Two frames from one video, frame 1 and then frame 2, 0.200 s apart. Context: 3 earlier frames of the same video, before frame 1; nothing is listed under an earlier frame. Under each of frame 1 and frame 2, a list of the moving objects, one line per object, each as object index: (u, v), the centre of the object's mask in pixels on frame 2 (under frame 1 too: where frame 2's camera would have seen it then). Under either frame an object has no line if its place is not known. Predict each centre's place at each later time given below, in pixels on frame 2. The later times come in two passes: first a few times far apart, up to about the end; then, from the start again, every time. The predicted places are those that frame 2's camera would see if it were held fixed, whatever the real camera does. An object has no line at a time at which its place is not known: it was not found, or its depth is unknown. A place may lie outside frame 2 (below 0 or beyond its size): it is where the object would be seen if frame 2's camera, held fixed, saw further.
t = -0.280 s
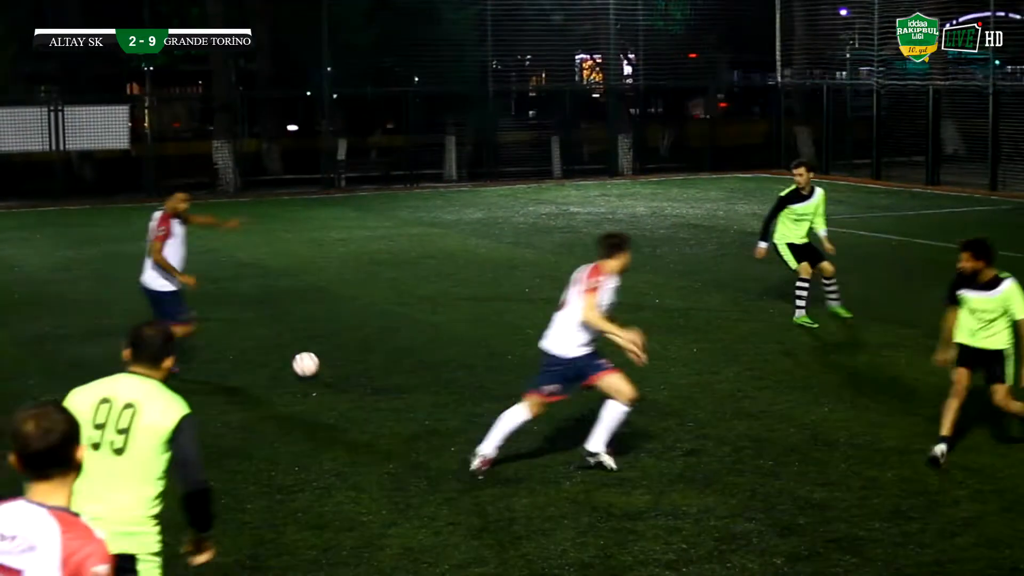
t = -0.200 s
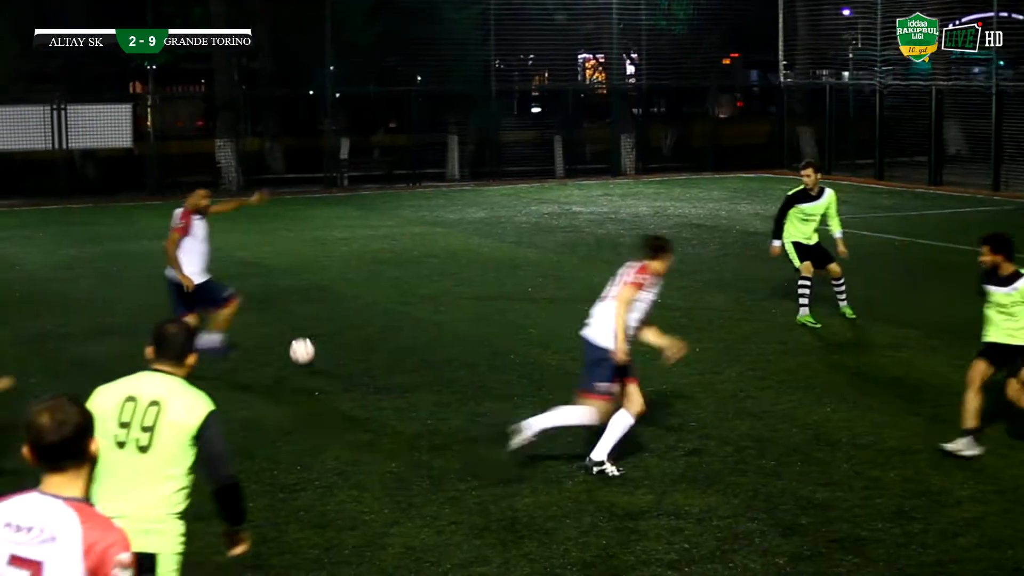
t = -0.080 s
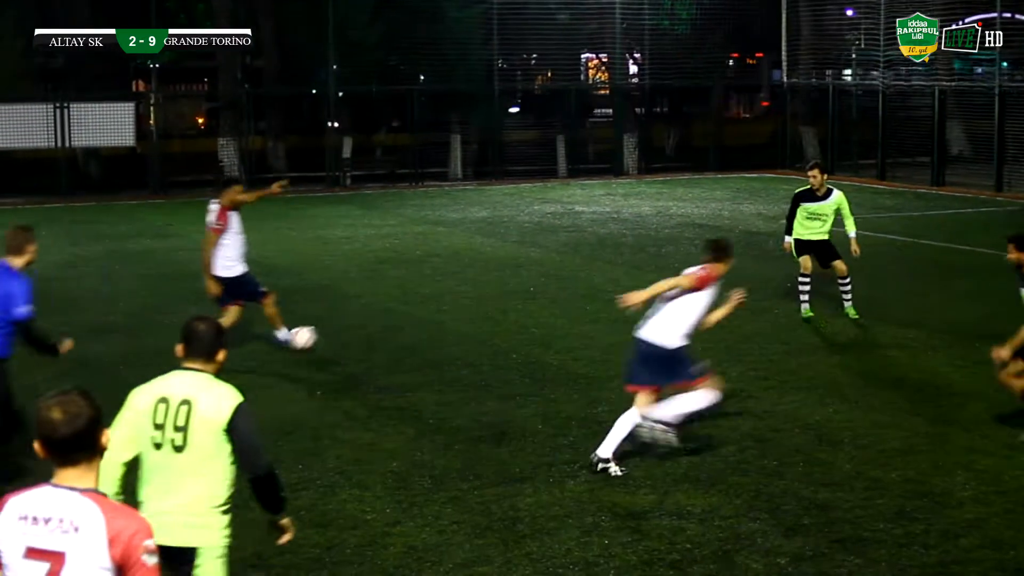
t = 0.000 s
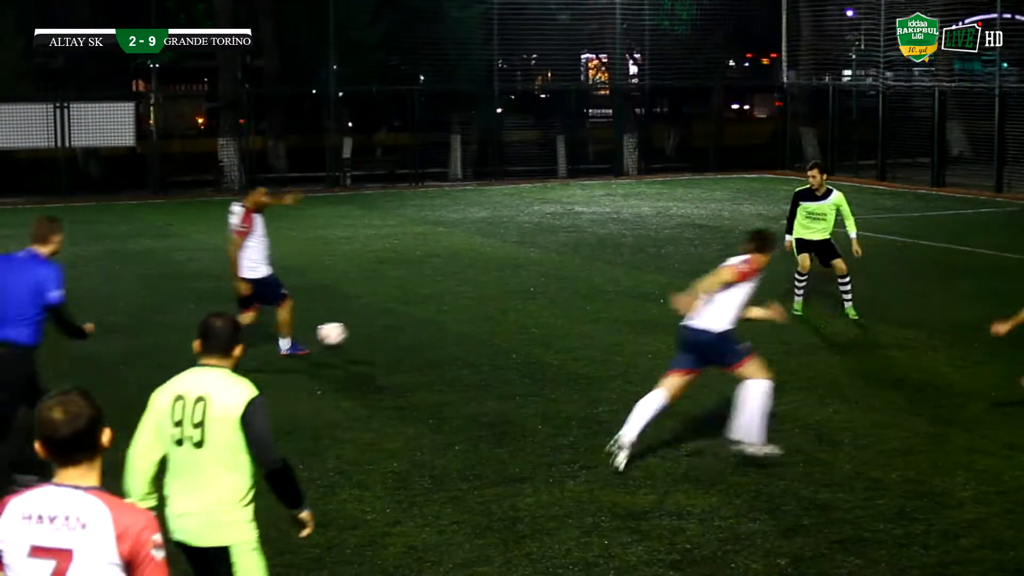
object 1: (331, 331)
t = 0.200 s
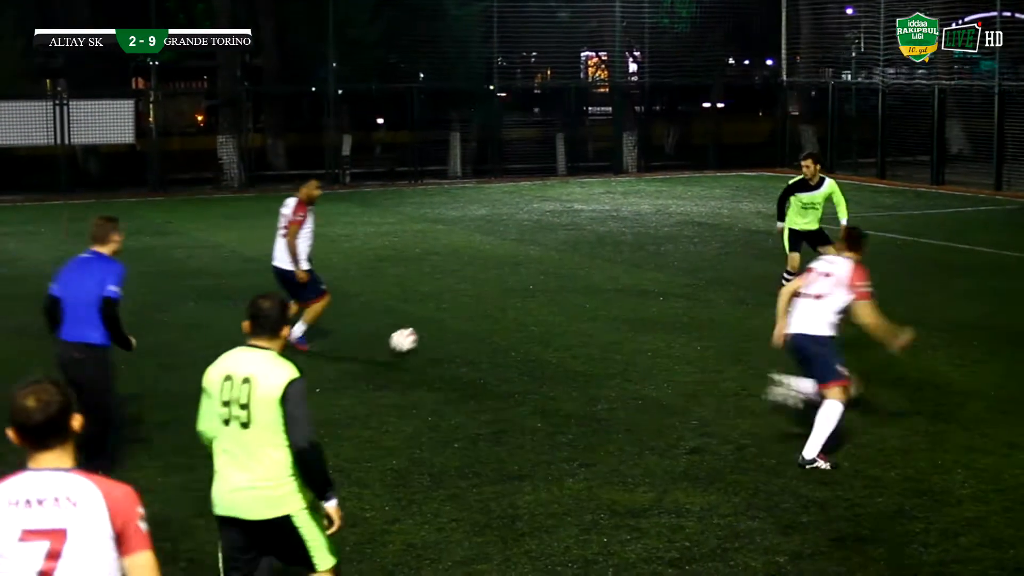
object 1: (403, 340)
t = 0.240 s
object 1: (414, 337)
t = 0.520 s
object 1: (480, 335)
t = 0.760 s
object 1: (528, 333)
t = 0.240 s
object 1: (414, 337)
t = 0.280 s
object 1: (424, 336)
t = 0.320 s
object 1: (435, 335)
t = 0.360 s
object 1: (445, 337)
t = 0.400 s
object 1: (455, 340)
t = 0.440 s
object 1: (464, 339)
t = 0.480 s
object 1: (472, 336)
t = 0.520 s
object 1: (480, 335)
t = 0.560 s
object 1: (488, 336)
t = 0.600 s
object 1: (496, 336)
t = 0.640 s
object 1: (504, 335)
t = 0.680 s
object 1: (513, 335)
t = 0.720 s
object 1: (521, 334)
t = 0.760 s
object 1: (528, 333)
